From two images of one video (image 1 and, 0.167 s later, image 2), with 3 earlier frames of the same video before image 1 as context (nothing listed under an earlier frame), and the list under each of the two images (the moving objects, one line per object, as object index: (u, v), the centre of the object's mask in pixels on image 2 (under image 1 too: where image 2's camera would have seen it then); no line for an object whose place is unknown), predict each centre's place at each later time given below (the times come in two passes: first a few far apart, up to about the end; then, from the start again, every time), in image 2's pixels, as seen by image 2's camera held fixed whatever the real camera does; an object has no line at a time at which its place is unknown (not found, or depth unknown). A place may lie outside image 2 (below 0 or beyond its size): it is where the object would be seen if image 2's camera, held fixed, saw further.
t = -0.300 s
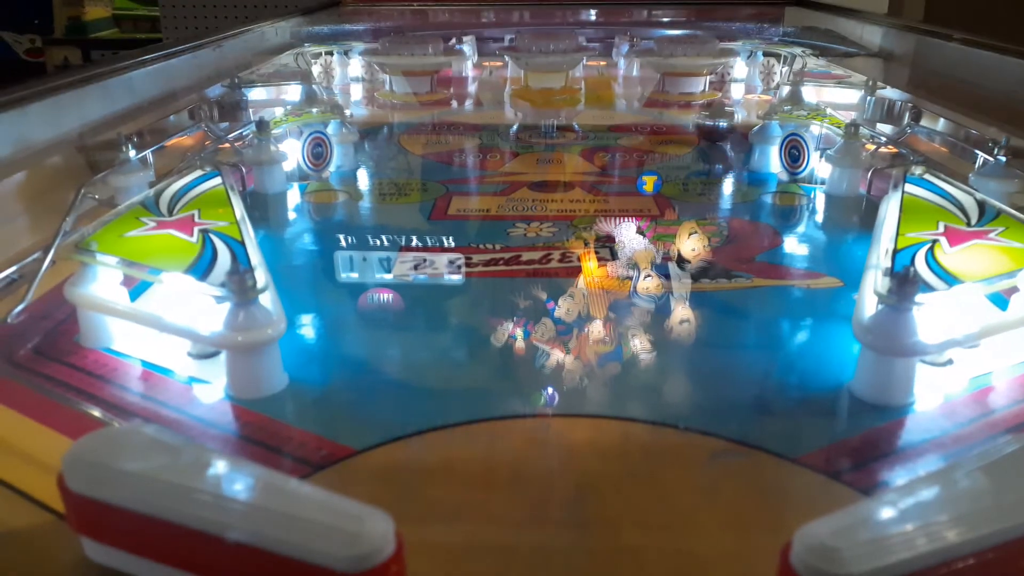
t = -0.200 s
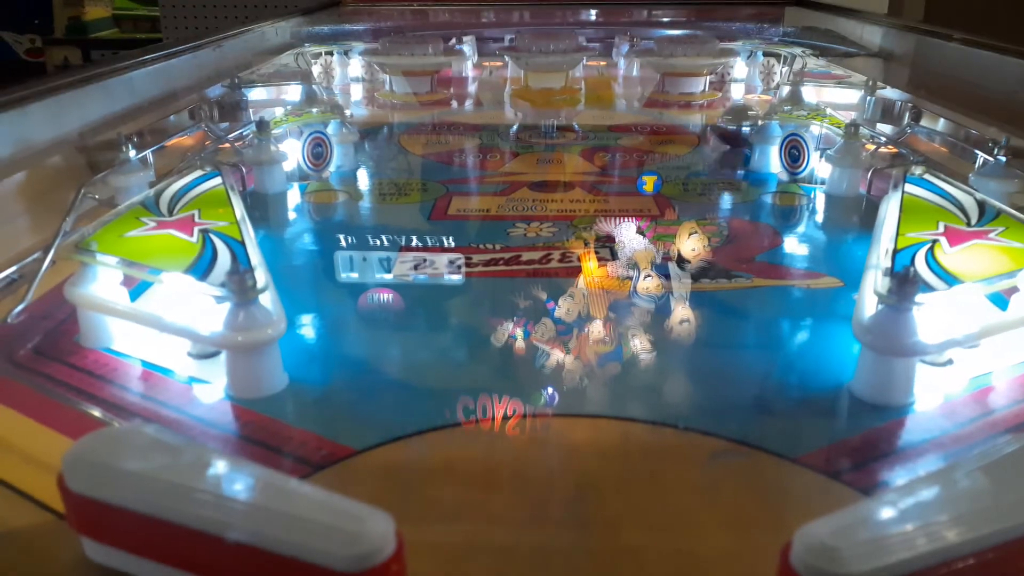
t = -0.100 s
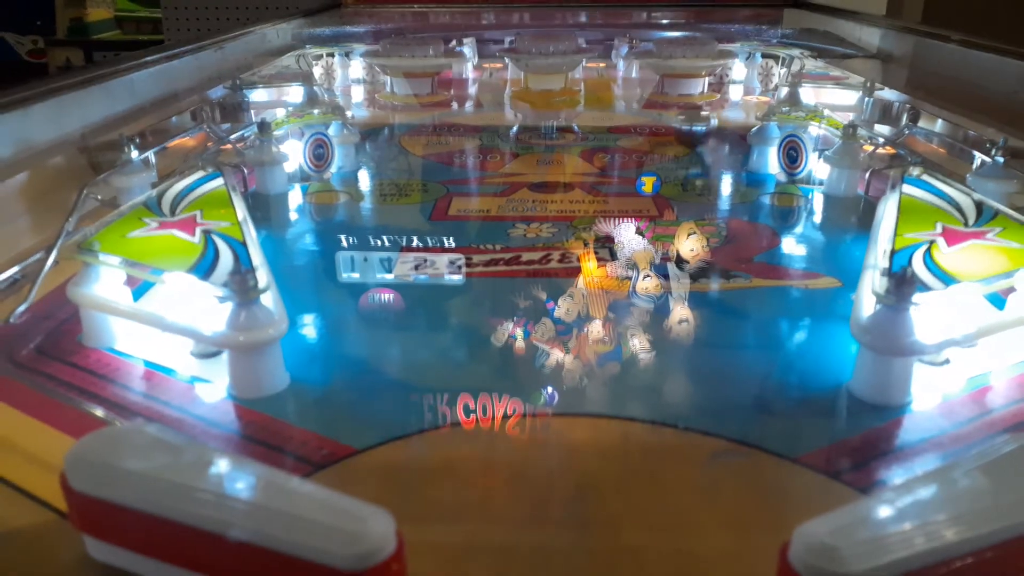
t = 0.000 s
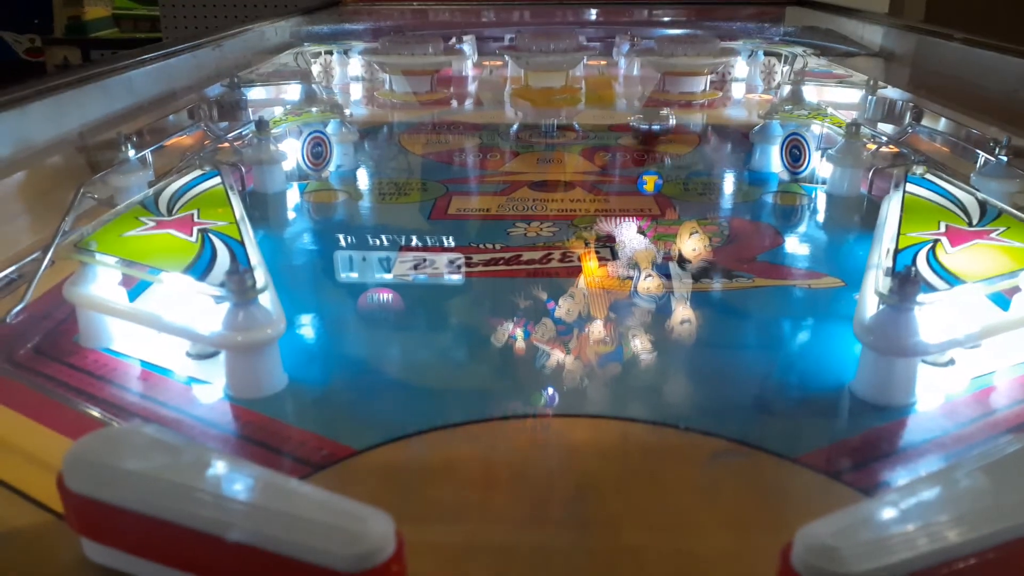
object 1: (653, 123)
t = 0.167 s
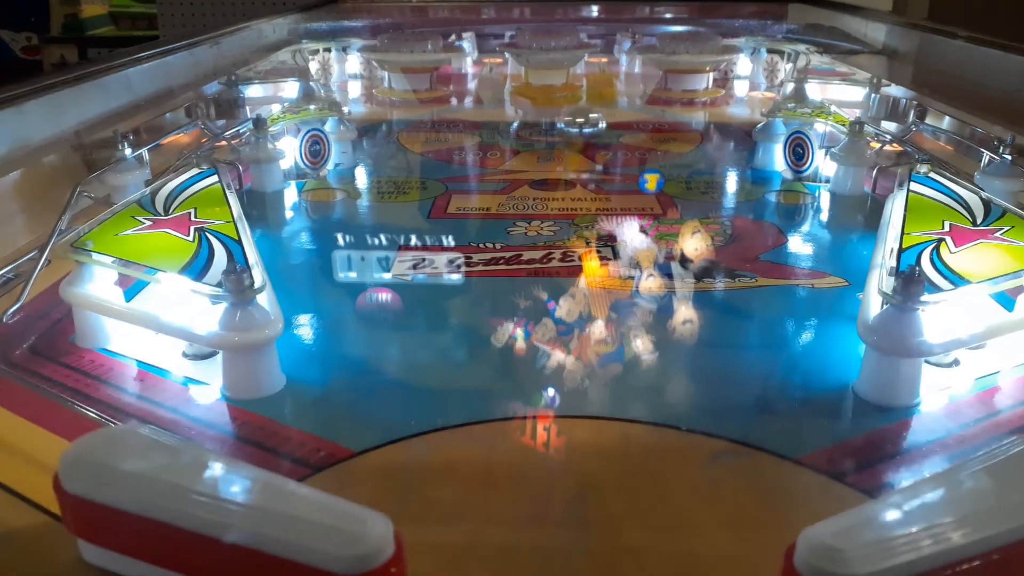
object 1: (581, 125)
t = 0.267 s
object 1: (535, 137)
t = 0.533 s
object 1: (399, 162)
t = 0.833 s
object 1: (361, 190)
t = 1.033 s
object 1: (500, 185)
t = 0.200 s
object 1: (566, 133)
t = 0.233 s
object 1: (553, 134)
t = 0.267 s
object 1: (535, 137)
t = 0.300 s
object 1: (521, 138)
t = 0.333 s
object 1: (506, 138)
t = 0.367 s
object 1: (490, 143)
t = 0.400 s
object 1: (472, 146)
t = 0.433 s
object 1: (455, 149)
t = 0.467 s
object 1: (437, 152)
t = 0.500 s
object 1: (417, 157)
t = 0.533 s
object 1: (399, 162)
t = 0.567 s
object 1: (379, 168)
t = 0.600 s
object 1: (356, 173)
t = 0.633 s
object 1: (331, 182)
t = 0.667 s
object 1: (308, 188)
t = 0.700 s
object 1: (275, 196)
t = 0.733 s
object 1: (278, 197)
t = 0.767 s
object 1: (310, 194)
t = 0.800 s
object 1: (332, 192)
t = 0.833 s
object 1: (361, 190)
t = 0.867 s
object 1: (384, 188)
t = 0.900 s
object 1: (406, 182)
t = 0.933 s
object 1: (431, 186)
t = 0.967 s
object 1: (454, 186)
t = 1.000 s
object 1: (477, 186)
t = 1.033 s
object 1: (500, 185)
